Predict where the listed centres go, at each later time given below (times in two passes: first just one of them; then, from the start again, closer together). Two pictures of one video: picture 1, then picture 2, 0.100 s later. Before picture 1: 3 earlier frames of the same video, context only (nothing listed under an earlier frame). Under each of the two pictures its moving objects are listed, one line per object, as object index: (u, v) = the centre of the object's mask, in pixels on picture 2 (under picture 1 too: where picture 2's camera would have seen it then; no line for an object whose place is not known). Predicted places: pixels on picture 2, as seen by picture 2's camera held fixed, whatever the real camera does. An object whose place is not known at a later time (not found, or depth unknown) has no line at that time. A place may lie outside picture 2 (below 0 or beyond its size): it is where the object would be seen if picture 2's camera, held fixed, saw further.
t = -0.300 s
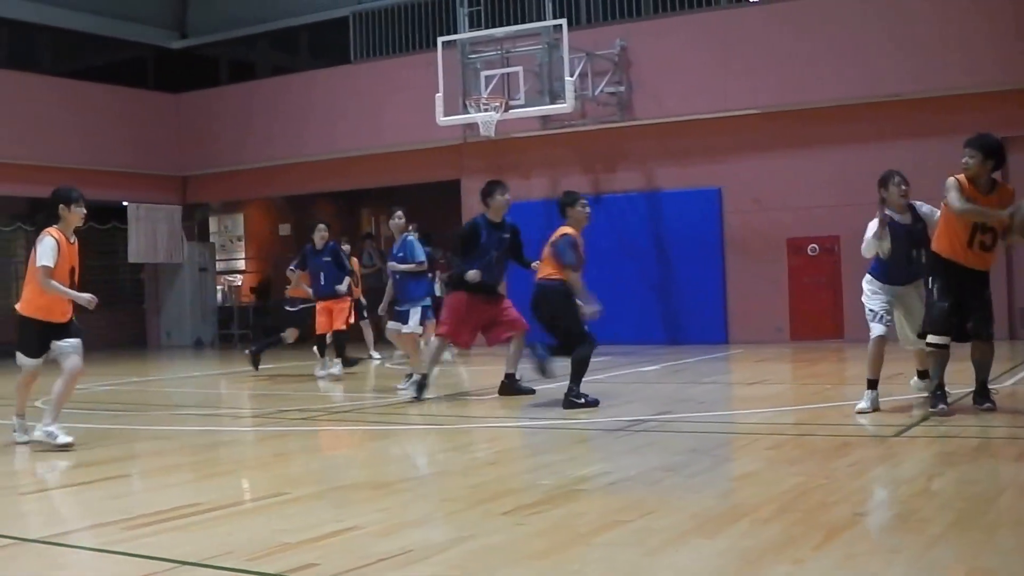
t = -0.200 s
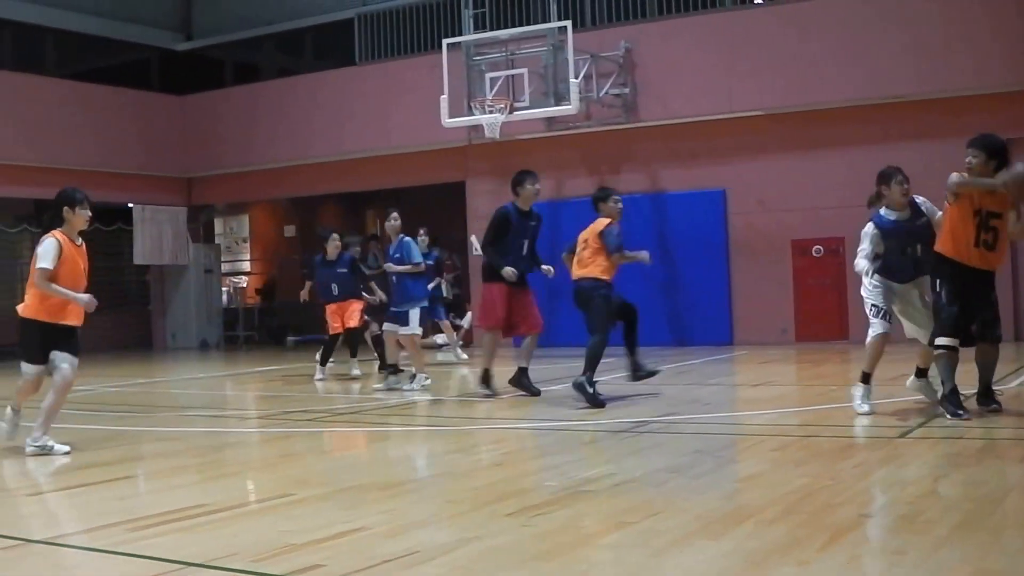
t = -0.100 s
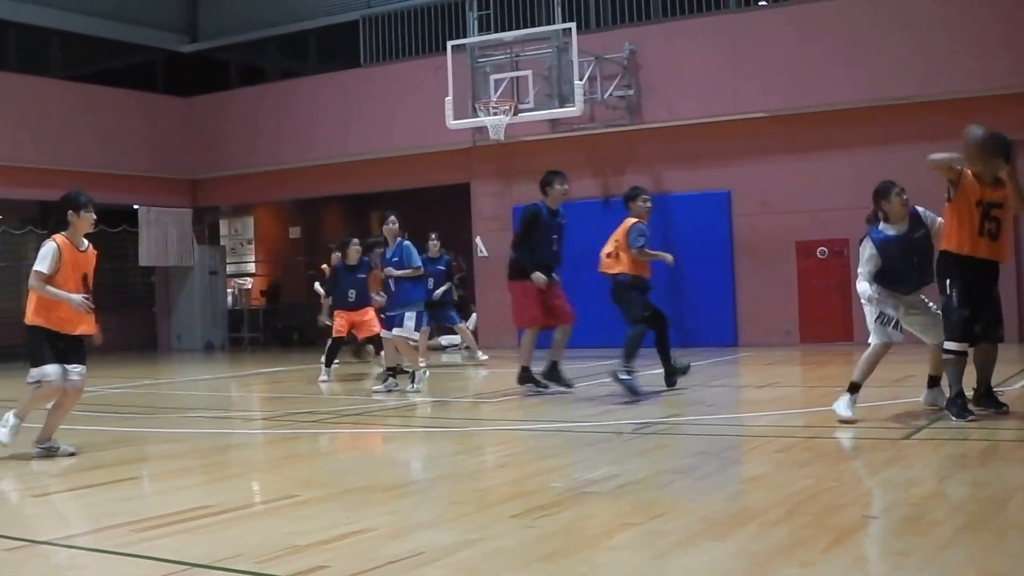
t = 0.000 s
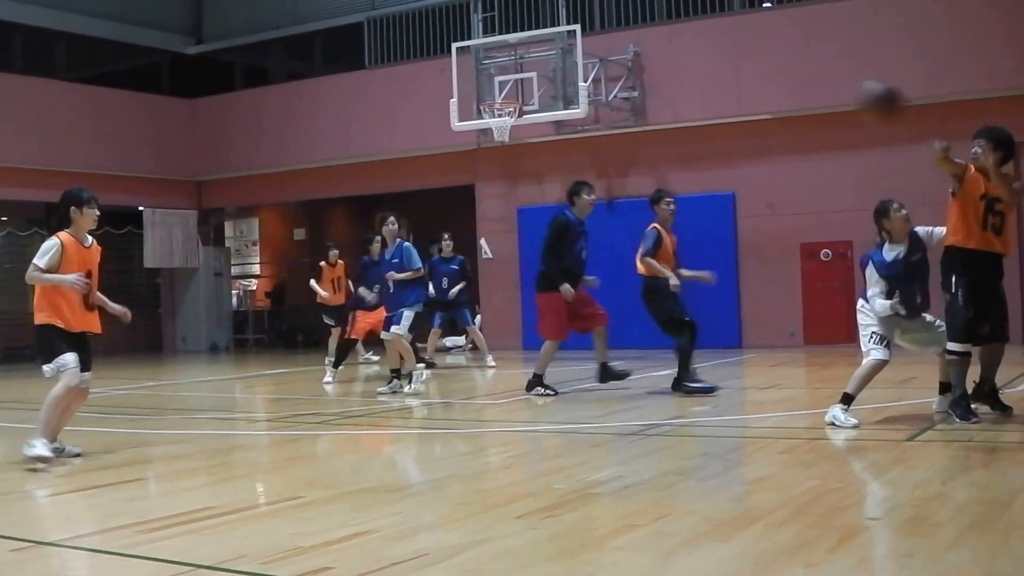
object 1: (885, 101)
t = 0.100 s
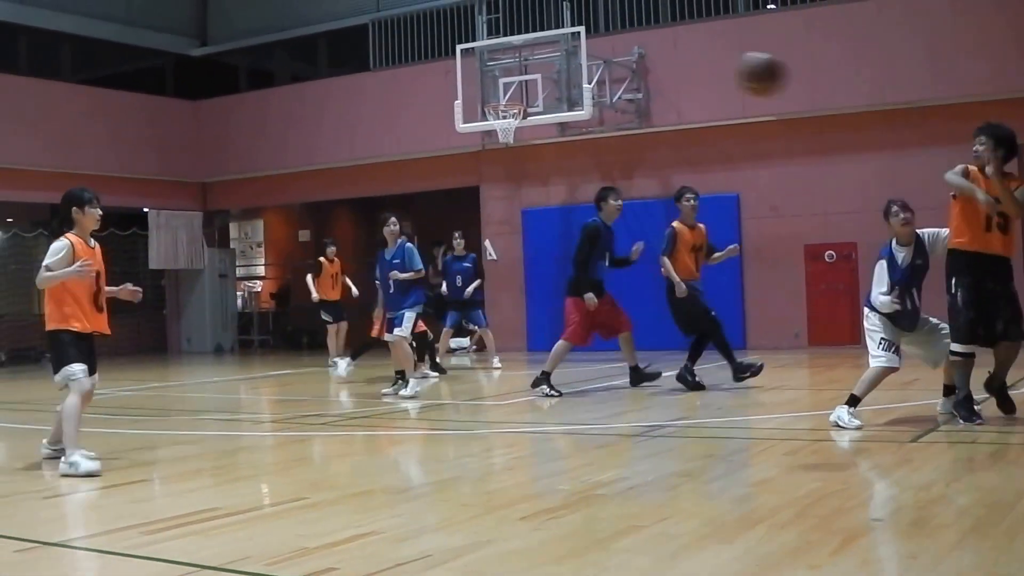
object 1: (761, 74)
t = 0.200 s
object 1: (631, 62)
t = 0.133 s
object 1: (719, 68)
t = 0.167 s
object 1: (675, 64)
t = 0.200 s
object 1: (631, 62)
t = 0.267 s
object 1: (542, 65)
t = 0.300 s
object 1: (495, 70)
